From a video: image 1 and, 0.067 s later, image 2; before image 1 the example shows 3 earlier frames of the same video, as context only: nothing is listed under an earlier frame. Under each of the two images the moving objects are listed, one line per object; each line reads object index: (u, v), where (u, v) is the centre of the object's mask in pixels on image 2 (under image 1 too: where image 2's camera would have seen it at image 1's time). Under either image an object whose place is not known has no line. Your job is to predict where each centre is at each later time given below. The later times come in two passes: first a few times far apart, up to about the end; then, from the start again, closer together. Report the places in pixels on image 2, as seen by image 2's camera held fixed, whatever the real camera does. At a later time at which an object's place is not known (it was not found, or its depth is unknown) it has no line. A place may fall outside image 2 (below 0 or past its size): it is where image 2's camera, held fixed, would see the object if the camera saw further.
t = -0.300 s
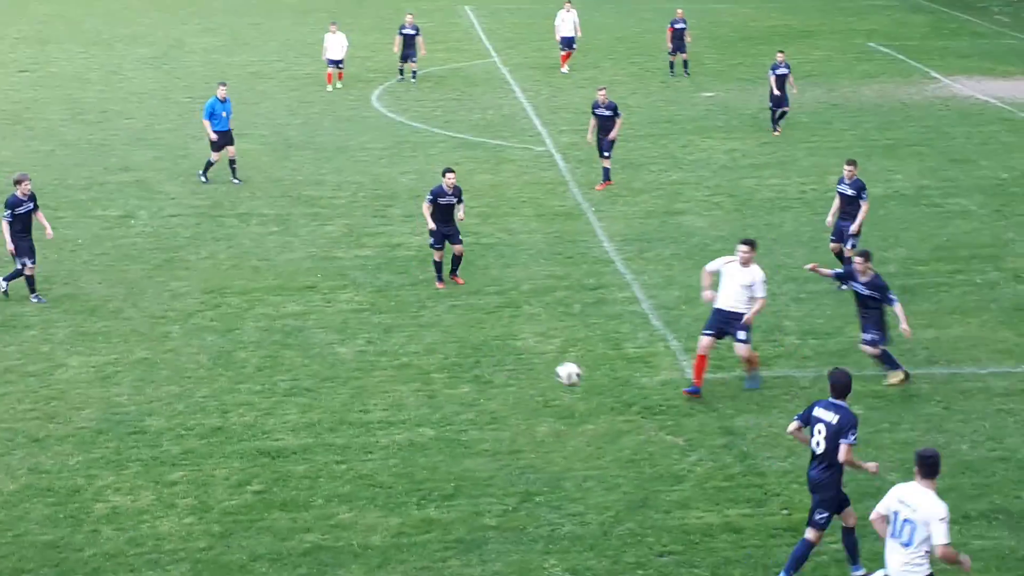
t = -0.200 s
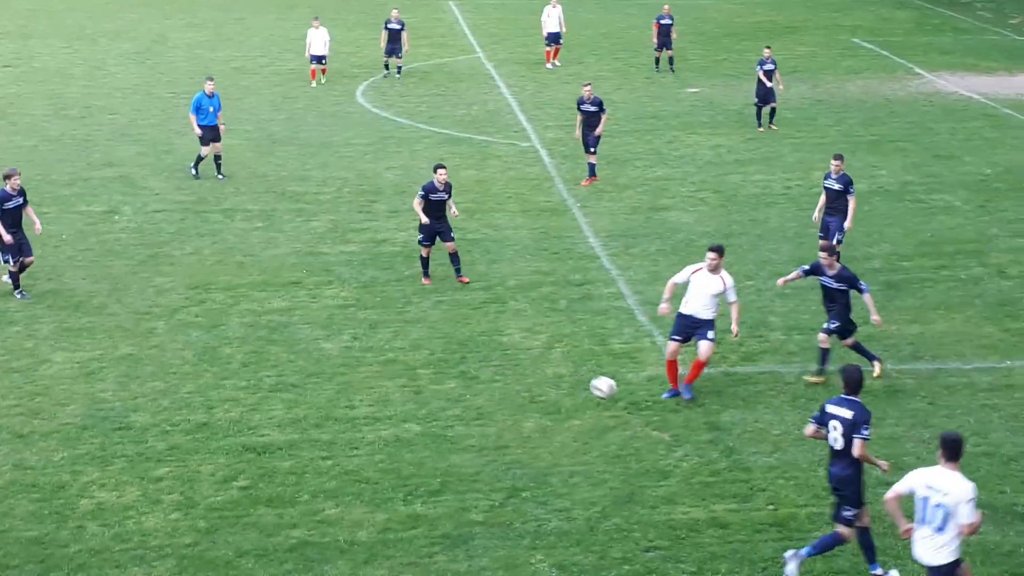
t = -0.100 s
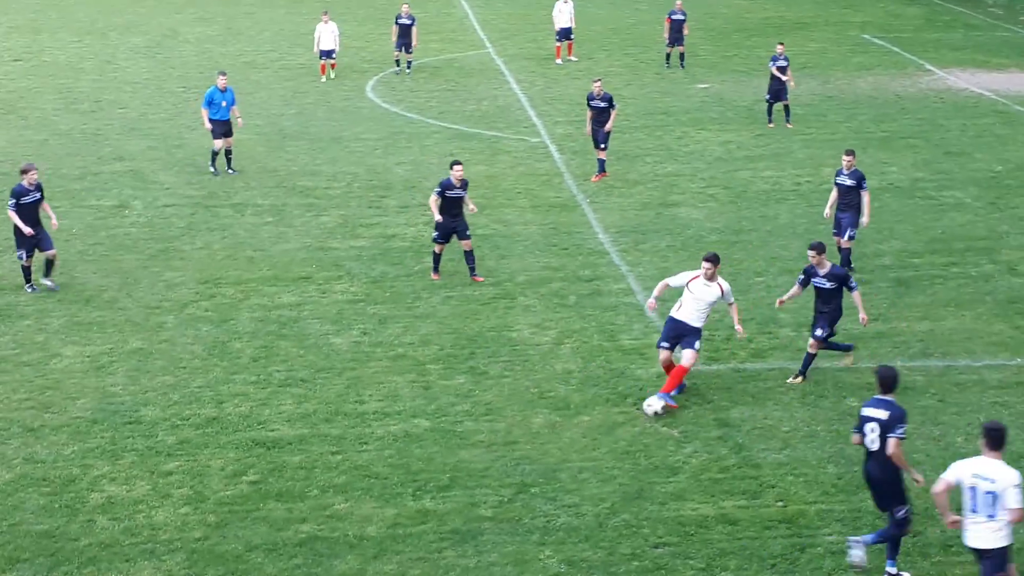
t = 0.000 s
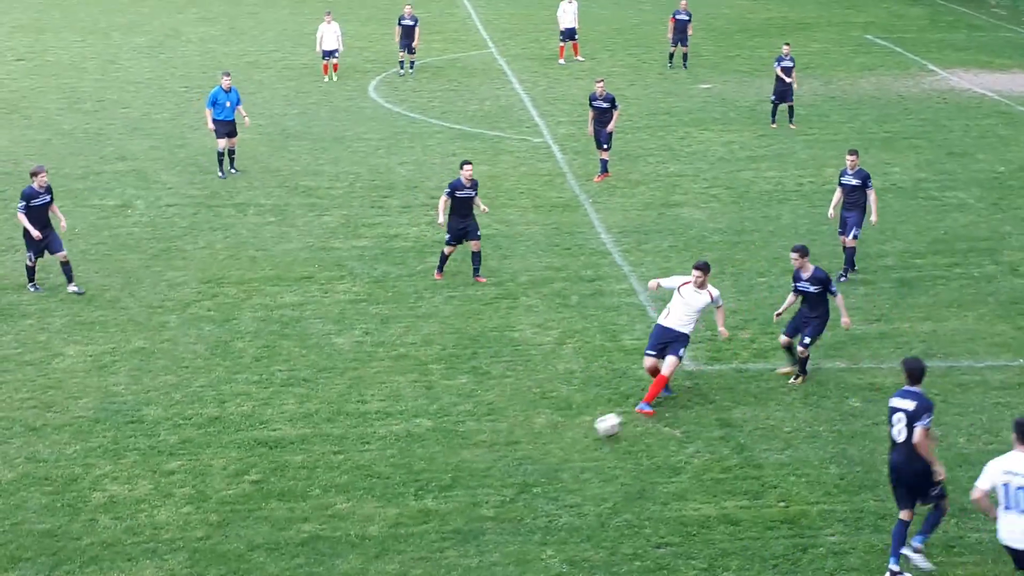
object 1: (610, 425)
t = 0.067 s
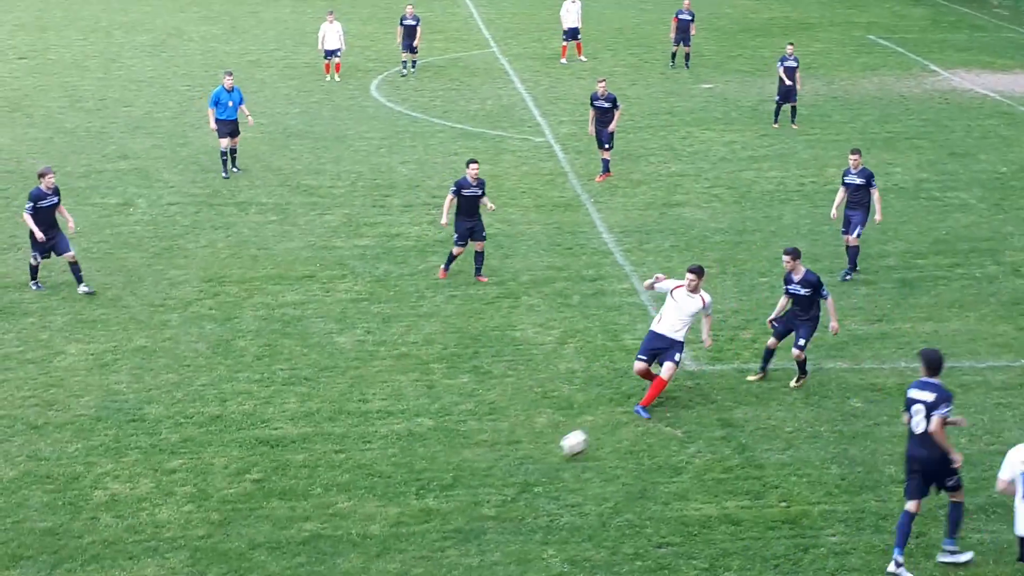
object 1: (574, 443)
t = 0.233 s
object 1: (485, 491)
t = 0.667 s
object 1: (276, 609)
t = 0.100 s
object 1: (555, 455)
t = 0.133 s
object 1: (536, 467)
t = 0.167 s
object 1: (518, 479)
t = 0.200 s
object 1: (502, 485)
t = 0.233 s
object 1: (485, 491)
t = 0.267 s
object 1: (469, 498)
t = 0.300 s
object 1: (453, 506)
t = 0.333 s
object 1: (438, 516)
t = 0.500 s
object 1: (354, 564)
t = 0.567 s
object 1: (324, 579)
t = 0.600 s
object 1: (308, 587)
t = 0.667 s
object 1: (276, 609)
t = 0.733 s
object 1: (245, 624)
